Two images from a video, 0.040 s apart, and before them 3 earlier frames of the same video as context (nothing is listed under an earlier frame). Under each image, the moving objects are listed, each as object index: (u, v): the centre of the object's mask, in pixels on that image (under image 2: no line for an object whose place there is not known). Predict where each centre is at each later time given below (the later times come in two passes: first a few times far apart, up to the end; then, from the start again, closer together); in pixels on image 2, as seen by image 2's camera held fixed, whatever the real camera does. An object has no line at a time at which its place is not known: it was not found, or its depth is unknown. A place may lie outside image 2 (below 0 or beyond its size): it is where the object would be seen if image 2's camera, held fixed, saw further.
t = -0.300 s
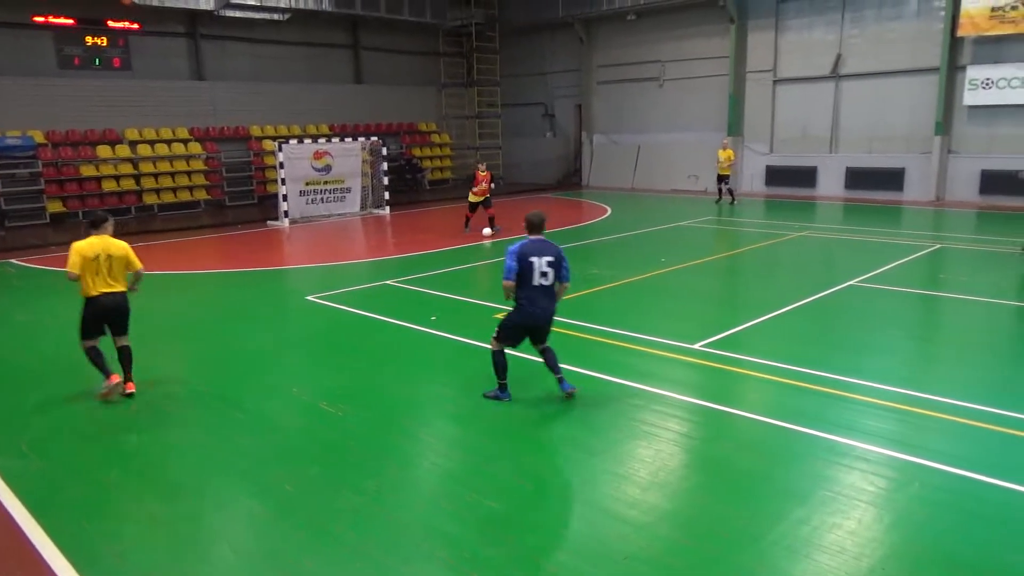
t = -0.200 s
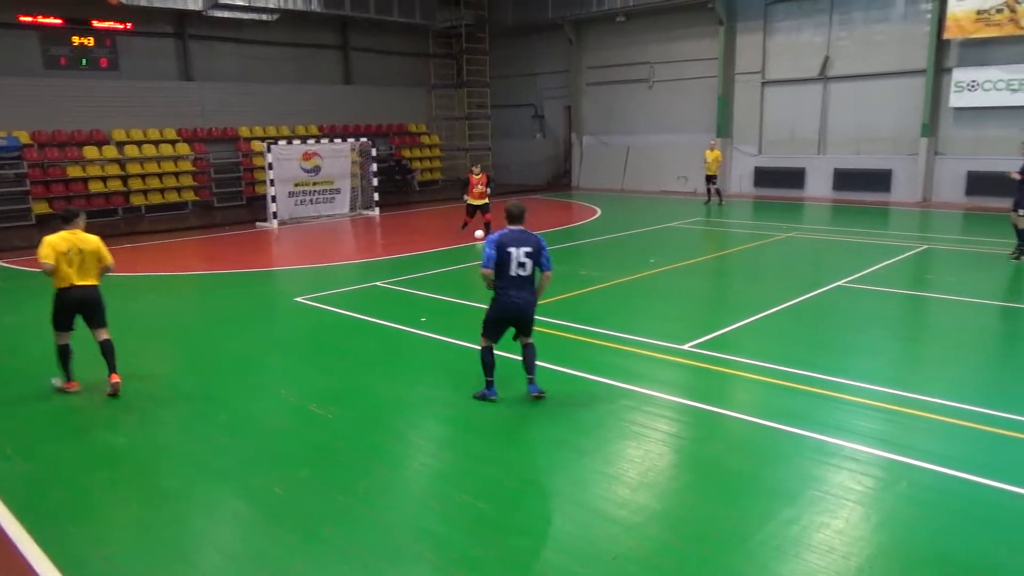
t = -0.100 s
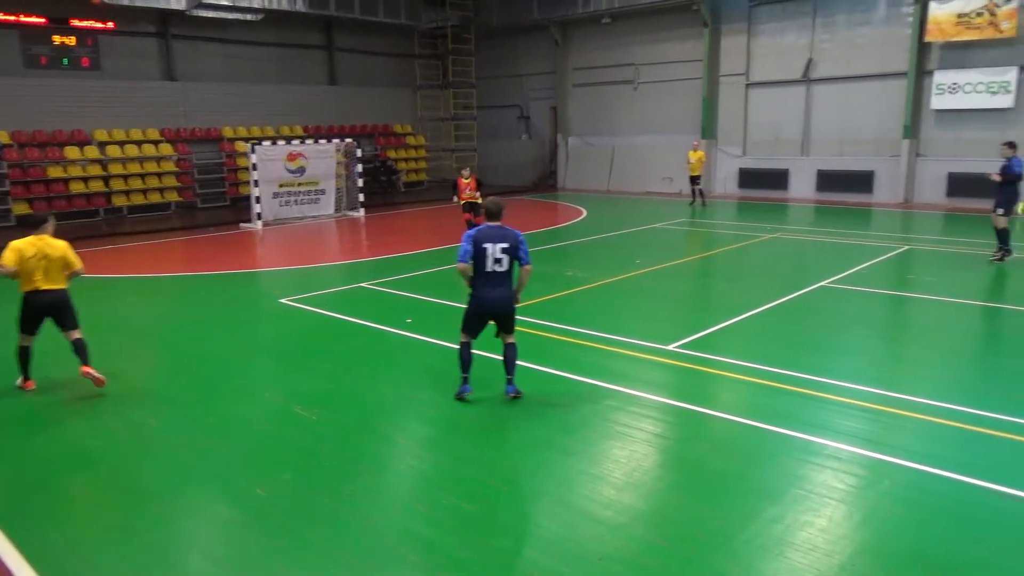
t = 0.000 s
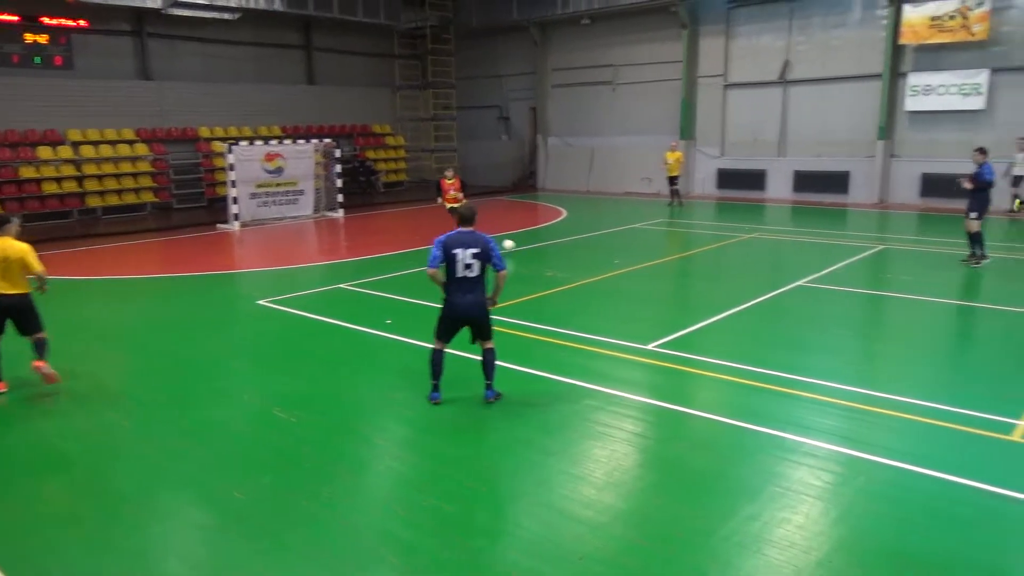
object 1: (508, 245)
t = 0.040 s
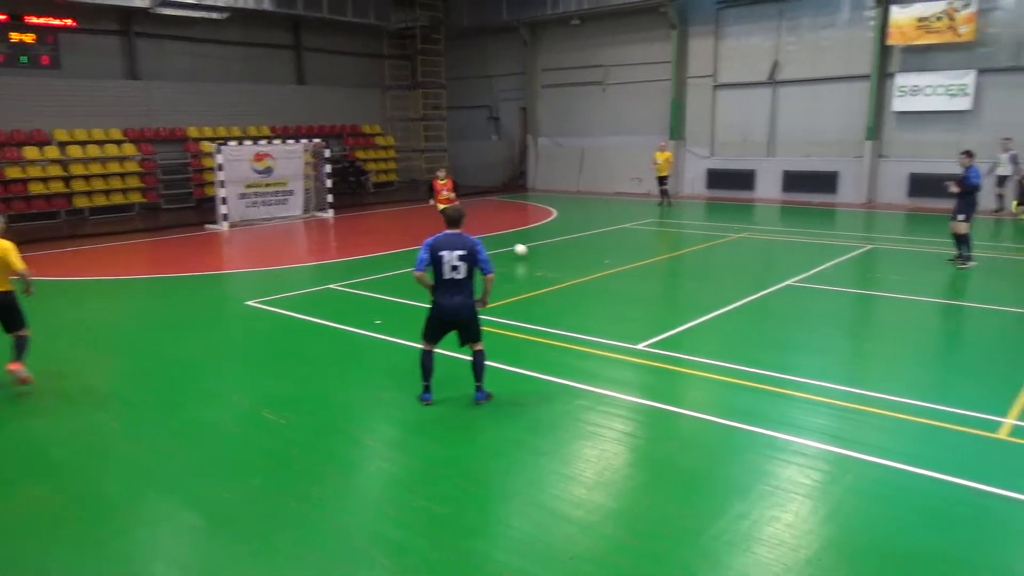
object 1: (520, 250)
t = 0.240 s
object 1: (651, 278)
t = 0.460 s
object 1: (844, 317)
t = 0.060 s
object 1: (532, 253)
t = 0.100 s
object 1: (556, 259)
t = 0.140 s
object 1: (582, 266)
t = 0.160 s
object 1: (594, 267)
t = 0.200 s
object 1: (622, 272)
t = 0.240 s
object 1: (651, 278)
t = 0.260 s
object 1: (667, 282)
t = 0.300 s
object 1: (699, 288)
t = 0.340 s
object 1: (733, 295)
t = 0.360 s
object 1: (751, 298)
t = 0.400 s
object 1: (786, 305)
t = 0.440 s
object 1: (823, 312)
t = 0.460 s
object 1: (844, 317)
